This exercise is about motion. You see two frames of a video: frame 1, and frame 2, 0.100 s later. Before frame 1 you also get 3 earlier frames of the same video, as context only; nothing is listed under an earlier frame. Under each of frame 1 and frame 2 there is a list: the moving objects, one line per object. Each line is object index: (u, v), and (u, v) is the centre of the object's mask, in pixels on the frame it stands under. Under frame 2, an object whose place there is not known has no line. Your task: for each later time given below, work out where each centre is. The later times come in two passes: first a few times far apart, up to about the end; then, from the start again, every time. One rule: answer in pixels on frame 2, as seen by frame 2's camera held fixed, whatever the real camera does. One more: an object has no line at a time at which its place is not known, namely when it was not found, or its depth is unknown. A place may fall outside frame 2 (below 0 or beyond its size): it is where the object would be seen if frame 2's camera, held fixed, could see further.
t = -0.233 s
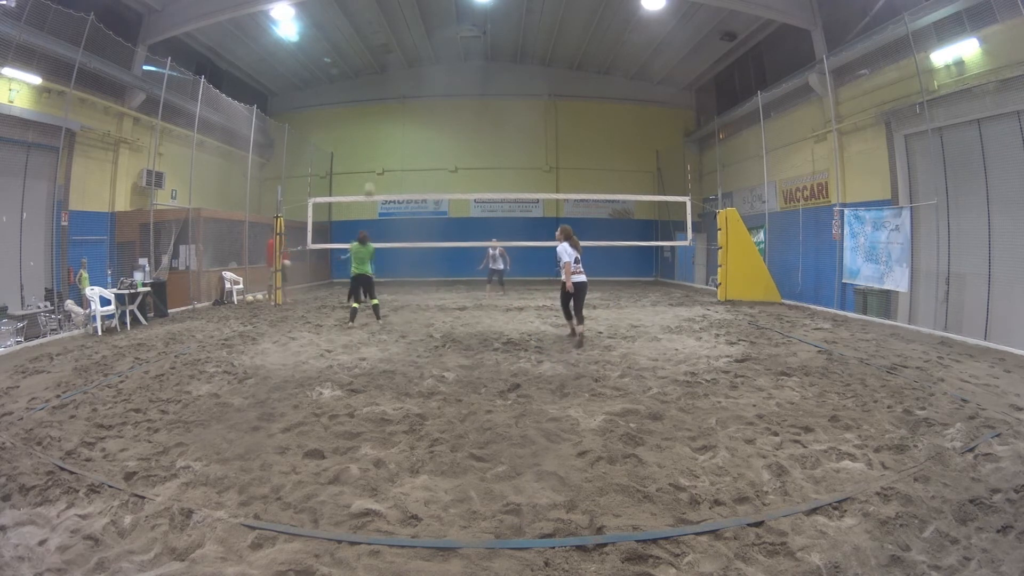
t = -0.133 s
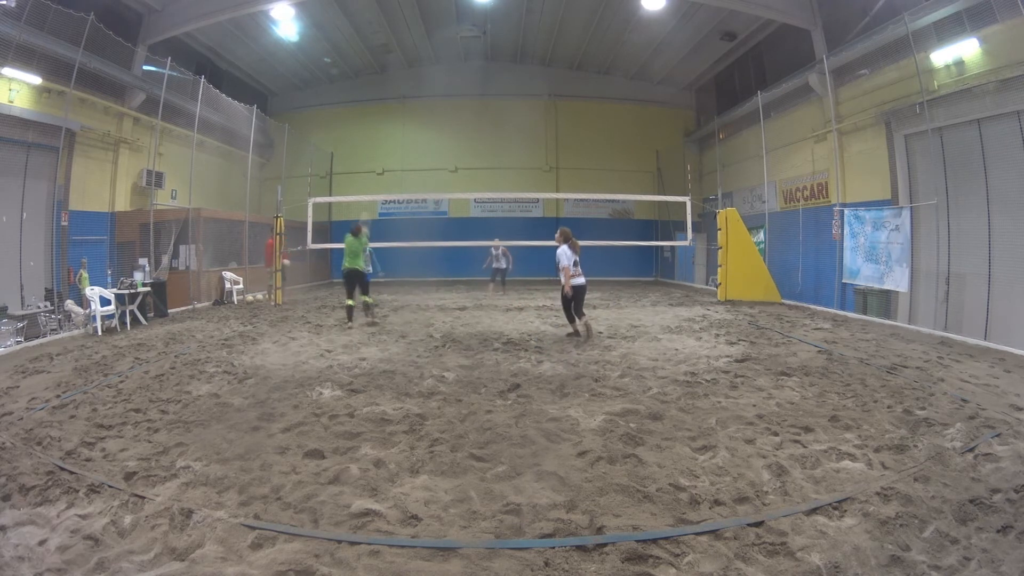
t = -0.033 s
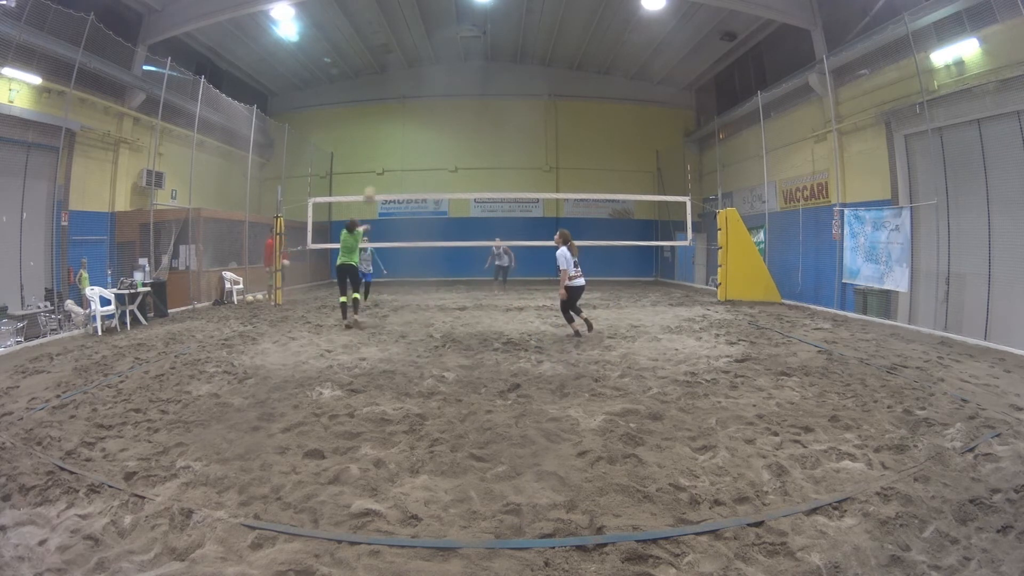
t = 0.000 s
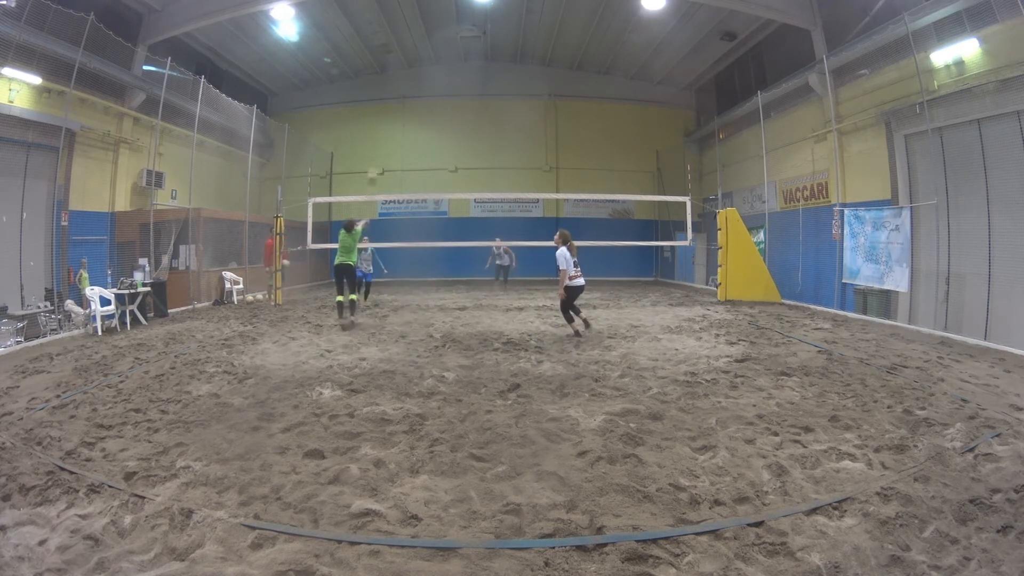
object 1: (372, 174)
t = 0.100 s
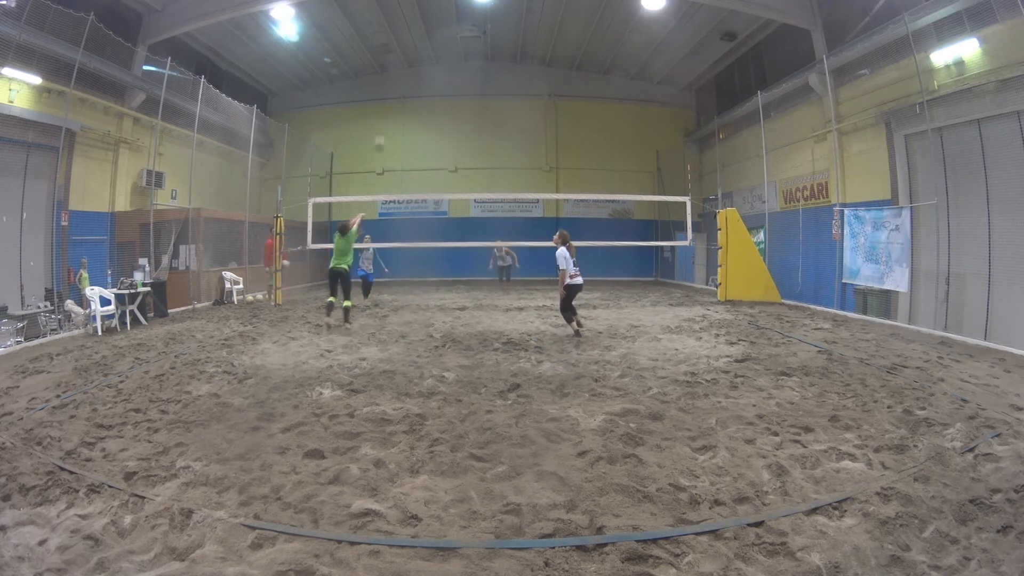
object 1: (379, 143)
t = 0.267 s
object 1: (394, 90)
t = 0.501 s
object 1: (411, 53)
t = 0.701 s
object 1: (423, 43)
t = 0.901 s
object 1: (435, 50)
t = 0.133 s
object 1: (383, 130)
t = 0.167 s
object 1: (386, 116)
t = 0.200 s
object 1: (388, 109)
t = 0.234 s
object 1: (391, 99)
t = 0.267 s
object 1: (394, 90)
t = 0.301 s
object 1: (396, 84)
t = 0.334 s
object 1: (399, 77)
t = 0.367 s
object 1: (401, 73)
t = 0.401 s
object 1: (404, 66)
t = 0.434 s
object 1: (407, 60)
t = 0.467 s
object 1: (408, 58)
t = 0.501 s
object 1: (411, 53)
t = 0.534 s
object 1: (413, 51)
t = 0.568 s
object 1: (415, 48)
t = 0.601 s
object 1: (417, 46)
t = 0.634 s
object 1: (420, 44)
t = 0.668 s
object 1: (422, 43)
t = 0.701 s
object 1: (423, 43)
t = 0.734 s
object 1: (425, 42)
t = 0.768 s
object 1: (427, 43)
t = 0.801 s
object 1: (429, 44)
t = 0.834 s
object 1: (431, 45)
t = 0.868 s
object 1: (433, 46)
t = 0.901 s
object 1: (435, 50)
